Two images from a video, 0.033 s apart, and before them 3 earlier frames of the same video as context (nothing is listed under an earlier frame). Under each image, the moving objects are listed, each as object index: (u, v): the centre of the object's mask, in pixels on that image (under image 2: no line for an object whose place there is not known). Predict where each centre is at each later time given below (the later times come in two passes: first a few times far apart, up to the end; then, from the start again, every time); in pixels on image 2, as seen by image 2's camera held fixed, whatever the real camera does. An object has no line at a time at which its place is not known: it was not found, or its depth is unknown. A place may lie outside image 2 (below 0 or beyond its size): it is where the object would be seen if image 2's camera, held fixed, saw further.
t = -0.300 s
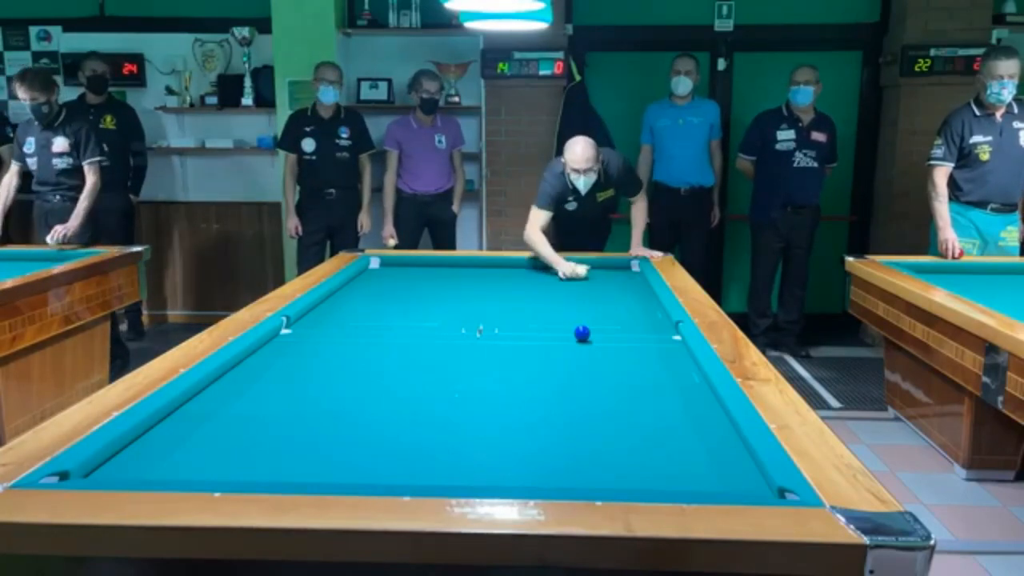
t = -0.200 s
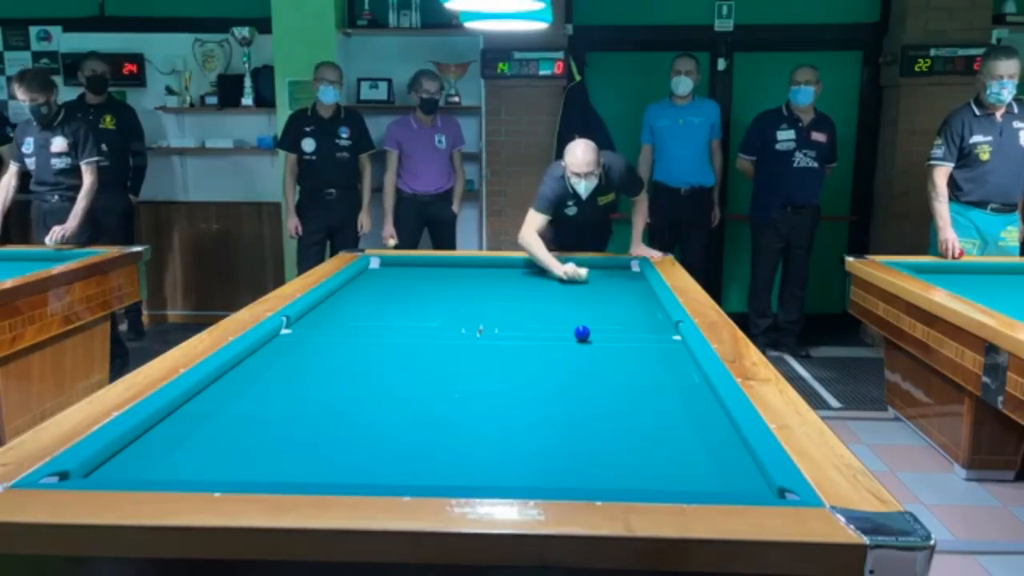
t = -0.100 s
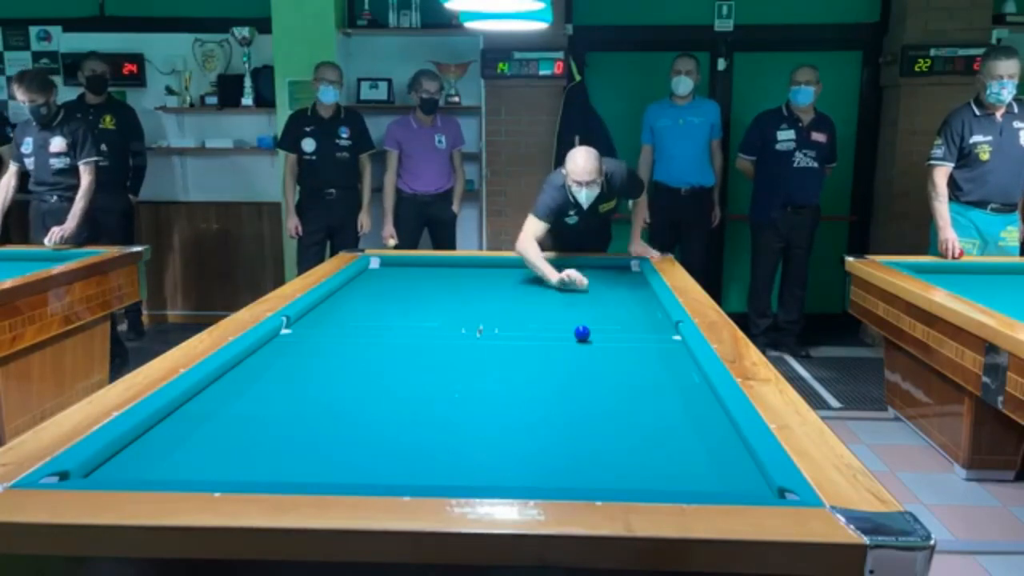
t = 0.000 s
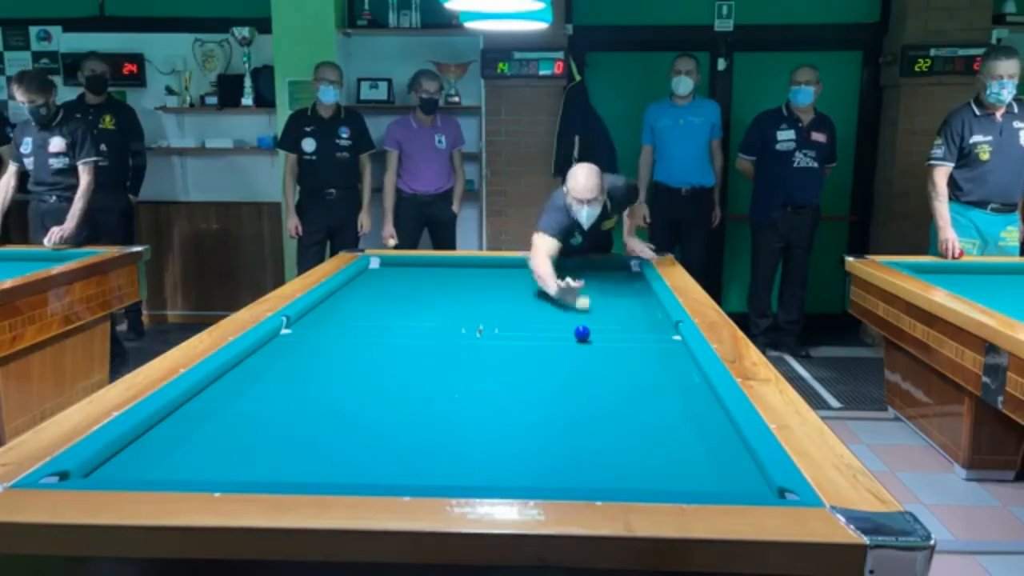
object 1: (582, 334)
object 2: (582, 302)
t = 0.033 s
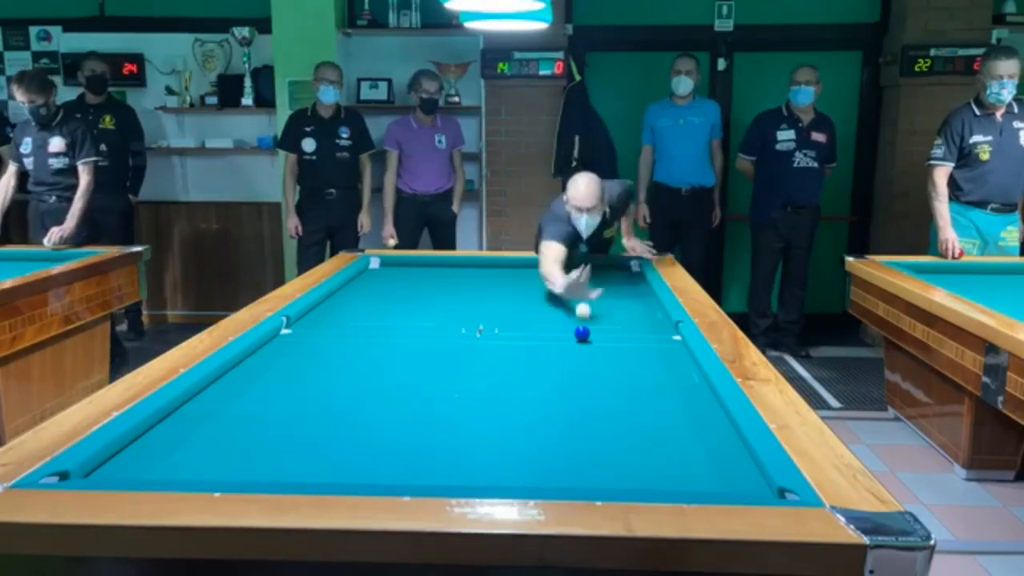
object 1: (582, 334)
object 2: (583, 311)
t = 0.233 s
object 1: (556, 390)
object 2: (601, 336)
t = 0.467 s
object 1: (505, 442)
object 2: (626, 348)
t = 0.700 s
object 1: (501, 354)
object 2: (653, 361)
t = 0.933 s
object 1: (500, 310)
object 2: (684, 376)
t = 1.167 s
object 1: (499, 282)
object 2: (695, 391)
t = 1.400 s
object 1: (498, 266)
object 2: (691, 405)
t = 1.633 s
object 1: (491, 281)
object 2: (686, 421)
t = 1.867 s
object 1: (482, 296)
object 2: (681, 439)
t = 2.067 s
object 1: (474, 312)
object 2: (676, 455)
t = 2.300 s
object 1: (463, 335)
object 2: (669, 474)
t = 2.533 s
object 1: (449, 363)
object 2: (661, 486)
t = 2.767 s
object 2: (648, 478)
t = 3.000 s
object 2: (635, 468)
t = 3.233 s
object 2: (625, 457)
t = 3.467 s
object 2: (615, 447)
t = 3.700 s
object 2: (606, 438)
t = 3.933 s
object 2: (598, 429)
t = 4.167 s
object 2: (590, 422)
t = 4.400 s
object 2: (584, 415)
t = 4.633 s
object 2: (577, 409)
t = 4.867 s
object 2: (572, 403)
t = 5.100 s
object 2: (567, 398)
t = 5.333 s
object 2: (562, 393)
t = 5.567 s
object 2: (558, 389)
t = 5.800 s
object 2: (555, 385)
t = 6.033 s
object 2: (552, 382)
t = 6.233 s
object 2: (549, 379)
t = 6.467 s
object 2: (547, 376)
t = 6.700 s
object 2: (545, 373)
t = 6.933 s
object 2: (543, 371)
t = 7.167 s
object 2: (542, 368)
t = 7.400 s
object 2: (541, 367)
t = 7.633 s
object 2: (540, 365)
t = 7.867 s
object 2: (539, 363)
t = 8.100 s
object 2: (538, 362)
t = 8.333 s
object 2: (537, 361)
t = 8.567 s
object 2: (536, 360)
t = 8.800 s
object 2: (535, 359)
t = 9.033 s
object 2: (534, 359)
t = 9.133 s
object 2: (534, 359)
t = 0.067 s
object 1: (582, 334)
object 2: (584, 319)
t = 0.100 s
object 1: (583, 337)
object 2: (586, 326)
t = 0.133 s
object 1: (576, 347)
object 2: (589, 330)
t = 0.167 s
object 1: (570, 360)
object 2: (593, 332)
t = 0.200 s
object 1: (563, 374)
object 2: (598, 334)
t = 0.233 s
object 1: (556, 390)
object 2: (601, 336)
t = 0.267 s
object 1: (548, 408)
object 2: (604, 337)
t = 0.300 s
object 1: (538, 428)
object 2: (608, 339)
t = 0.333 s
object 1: (528, 450)
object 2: (612, 341)
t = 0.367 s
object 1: (516, 474)
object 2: (615, 343)
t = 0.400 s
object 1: (506, 478)
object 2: (619, 344)
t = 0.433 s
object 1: (505, 462)
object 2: (622, 346)
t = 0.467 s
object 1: (505, 442)
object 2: (626, 348)
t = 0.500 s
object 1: (504, 424)
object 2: (630, 350)
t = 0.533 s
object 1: (503, 409)
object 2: (633, 352)
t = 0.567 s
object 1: (503, 395)
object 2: (637, 354)
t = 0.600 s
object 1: (502, 383)
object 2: (641, 355)
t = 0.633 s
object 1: (502, 372)
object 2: (645, 357)
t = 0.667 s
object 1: (502, 362)
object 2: (650, 359)
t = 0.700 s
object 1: (501, 354)
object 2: (653, 361)
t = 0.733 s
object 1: (501, 346)
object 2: (658, 363)
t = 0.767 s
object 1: (501, 338)
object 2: (662, 366)
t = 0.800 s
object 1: (501, 331)
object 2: (666, 368)
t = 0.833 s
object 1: (500, 325)
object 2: (670, 370)
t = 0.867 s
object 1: (500, 320)
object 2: (675, 372)
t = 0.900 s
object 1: (500, 314)
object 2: (679, 374)
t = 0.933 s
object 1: (500, 310)
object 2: (684, 376)
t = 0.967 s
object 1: (500, 305)
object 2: (689, 378)
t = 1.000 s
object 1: (500, 301)
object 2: (693, 380)
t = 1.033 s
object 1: (499, 296)
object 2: (697, 383)
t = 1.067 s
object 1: (499, 293)
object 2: (697, 385)
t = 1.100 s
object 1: (499, 289)
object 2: (696, 387)
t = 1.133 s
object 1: (499, 286)
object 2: (695, 389)
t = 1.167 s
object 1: (499, 282)
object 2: (695, 391)
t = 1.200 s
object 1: (499, 279)
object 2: (694, 393)
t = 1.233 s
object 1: (499, 275)
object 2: (693, 395)
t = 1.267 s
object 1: (499, 273)
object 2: (693, 397)
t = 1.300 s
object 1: (499, 269)
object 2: (692, 399)
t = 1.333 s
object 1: (498, 267)
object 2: (692, 401)
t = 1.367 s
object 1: (498, 266)
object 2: (691, 404)
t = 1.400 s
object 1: (498, 266)
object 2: (691, 405)
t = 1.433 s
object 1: (497, 267)
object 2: (690, 408)
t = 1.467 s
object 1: (496, 269)
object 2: (689, 410)
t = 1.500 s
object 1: (495, 271)
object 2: (688, 412)
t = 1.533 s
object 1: (493, 274)
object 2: (688, 415)
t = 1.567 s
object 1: (492, 276)
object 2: (687, 417)
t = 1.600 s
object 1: (492, 278)
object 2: (687, 419)
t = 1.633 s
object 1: (491, 281)
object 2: (686, 421)
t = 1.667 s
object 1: (490, 282)
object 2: (685, 424)
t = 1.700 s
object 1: (488, 286)
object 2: (684, 426)
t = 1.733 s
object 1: (487, 287)
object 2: (683, 428)
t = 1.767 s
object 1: (486, 289)
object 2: (683, 431)
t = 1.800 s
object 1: (485, 291)
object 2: (682, 433)
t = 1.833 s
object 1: (484, 294)
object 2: (681, 436)
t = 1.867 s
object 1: (482, 296)
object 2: (681, 439)
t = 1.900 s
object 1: (481, 299)
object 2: (680, 441)
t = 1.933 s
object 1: (480, 301)
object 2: (679, 444)
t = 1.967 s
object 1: (479, 303)
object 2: (678, 447)
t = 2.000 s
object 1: (477, 306)
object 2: (677, 449)
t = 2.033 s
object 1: (476, 309)
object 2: (676, 452)
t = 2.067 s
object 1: (474, 312)
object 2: (676, 455)
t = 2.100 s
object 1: (473, 315)
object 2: (675, 458)
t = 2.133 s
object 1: (471, 318)
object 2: (674, 460)
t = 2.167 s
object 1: (470, 321)
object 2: (673, 463)
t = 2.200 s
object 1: (468, 324)
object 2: (672, 466)
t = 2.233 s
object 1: (467, 327)
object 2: (671, 469)
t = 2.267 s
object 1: (465, 331)
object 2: (670, 471)
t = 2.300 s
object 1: (463, 335)
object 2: (669, 474)
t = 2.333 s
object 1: (461, 338)
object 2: (669, 476)
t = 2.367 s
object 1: (459, 342)
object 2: (667, 477)
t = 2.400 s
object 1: (457, 345)
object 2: (666, 479)
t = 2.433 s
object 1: (456, 350)
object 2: (665, 481)
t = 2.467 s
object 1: (454, 353)
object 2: (664, 483)
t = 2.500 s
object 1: (451, 358)
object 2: (663, 485)
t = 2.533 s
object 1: (449, 363)
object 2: (661, 486)
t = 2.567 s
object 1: (447, 367)
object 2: (659, 484)
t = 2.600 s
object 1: (444, 372)
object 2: (657, 483)
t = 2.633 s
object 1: (442, 376)
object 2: (655, 482)
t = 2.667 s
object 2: (653, 481)
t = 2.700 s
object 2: (651, 480)
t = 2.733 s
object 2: (650, 479)
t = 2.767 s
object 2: (648, 478)
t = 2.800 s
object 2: (646, 477)
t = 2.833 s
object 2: (644, 476)
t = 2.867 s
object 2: (642, 475)
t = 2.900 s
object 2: (640, 474)
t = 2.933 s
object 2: (639, 472)
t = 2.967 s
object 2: (637, 471)
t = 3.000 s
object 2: (635, 468)
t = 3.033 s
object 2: (634, 467)
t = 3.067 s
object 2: (632, 465)
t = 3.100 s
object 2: (630, 463)
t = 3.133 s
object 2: (629, 462)
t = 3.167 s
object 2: (628, 460)
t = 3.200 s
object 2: (626, 458)
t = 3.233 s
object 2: (625, 457)
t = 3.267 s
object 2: (623, 455)
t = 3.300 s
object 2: (622, 454)
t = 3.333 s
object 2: (620, 452)
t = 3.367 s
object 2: (619, 451)
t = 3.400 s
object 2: (618, 449)
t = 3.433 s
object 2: (616, 448)
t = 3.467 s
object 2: (615, 447)
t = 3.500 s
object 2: (614, 445)
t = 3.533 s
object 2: (612, 444)
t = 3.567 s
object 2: (611, 443)
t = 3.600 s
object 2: (610, 441)
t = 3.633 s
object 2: (608, 440)
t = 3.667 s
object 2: (607, 439)
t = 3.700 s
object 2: (606, 438)
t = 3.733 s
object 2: (605, 436)
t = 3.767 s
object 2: (604, 435)
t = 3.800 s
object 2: (602, 434)
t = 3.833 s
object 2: (601, 432)
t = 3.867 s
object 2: (600, 431)
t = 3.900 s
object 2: (599, 430)
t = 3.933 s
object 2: (598, 429)
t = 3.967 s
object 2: (597, 428)
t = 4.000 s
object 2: (595, 427)
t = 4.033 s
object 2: (594, 426)
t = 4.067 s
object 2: (593, 425)
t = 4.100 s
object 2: (592, 424)
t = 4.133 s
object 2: (591, 423)
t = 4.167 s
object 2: (590, 422)
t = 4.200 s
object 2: (589, 421)
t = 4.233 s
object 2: (588, 420)
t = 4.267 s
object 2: (588, 419)
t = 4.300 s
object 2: (587, 418)
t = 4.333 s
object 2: (586, 417)
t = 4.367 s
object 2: (585, 416)
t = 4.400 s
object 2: (584, 415)
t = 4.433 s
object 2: (583, 414)
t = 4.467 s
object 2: (582, 413)
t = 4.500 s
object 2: (581, 412)
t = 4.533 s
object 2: (580, 411)
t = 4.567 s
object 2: (579, 410)
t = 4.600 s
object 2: (578, 410)
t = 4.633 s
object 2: (577, 409)
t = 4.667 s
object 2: (577, 408)
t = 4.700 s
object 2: (576, 407)
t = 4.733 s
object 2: (575, 406)
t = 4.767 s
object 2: (574, 405)
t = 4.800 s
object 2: (574, 405)
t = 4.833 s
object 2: (573, 404)
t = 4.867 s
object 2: (572, 403)
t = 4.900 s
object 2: (571, 402)
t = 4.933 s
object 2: (571, 401)
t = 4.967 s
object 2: (570, 401)
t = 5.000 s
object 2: (569, 400)
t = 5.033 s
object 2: (568, 399)
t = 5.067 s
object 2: (568, 399)
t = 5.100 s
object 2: (567, 398)
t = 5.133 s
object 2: (566, 397)
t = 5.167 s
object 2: (565, 396)
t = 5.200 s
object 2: (565, 396)
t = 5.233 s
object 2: (564, 396)
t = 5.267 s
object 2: (563, 395)
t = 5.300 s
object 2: (563, 394)
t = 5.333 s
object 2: (562, 393)
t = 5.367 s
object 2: (562, 392)
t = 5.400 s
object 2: (561, 392)
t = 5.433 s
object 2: (560, 392)
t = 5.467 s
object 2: (560, 391)
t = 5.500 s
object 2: (559, 390)
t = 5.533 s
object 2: (559, 390)
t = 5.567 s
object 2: (558, 389)
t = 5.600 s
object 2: (558, 388)
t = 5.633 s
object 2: (557, 388)
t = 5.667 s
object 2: (557, 387)
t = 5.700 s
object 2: (556, 387)
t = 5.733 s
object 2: (556, 386)
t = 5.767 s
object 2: (555, 386)
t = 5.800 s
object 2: (555, 385)
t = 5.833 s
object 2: (554, 385)
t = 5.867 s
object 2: (554, 384)
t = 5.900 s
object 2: (553, 384)
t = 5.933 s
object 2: (553, 383)
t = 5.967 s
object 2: (553, 383)
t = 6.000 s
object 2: (552, 382)
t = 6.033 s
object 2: (552, 382)
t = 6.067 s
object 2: (551, 381)
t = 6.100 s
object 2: (551, 381)
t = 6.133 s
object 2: (550, 380)
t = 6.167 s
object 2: (550, 380)
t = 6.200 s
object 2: (549, 379)
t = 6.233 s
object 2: (549, 379)
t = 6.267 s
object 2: (549, 378)
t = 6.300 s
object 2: (548, 378)
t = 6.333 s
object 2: (548, 377)
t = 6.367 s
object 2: (548, 377)
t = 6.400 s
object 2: (547, 376)
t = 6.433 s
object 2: (547, 376)
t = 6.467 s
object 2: (547, 376)
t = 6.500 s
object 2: (546, 375)
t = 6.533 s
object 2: (546, 375)
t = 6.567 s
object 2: (546, 375)
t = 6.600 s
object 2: (546, 374)
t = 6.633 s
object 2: (545, 374)
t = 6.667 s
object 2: (545, 373)
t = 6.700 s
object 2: (545, 373)
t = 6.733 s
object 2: (544, 373)
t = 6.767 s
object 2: (544, 372)
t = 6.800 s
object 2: (544, 372)
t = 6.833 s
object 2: (544, 372)
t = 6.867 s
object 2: (544, 371)
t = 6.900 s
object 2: (543, 371)
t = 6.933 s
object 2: (543, 371)
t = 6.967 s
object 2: (543, 371)
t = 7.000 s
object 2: (543, 370)
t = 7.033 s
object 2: (542, 370)
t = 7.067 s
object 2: (542, 369)
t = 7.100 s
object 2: (542, 369)
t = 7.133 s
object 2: (542, 369)
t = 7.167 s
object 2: (542, 368)
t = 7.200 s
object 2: (541, 368)
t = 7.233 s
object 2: (541, 368)
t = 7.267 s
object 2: (541, 368)
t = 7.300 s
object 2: (541, 367)
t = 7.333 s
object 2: (541, 367)
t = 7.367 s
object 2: (541, 367)
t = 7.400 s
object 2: (541, 367)
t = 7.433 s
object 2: (541, 366)
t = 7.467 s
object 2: (540, 366)
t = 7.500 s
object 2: (540, 366)
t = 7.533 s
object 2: (540, 365)
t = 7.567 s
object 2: (540, 365)
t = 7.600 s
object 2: (540, 365)
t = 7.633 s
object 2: (540, 365)
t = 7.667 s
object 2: (540, 365)
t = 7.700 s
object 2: (539, 364)
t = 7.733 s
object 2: (539, 364)
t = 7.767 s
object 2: (539, 364)
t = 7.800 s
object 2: (539, 363)
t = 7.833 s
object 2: (539, 364)
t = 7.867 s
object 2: (539, 363)
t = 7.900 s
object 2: (539, 363)
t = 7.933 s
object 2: (539, 363)
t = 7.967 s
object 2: (539, 363)
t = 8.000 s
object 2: (539, 363)
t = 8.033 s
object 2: (538, 362)
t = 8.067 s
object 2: (538, 362)
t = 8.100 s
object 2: (538, 362)
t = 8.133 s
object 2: (538, 362)
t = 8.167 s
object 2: (538, 362)
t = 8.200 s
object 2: (538, 362)
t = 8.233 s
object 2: (537, 362)
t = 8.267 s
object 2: (537, 361)
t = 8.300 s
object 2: (537, 361)
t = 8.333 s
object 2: (537, 361)
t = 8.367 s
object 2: (537, 361)
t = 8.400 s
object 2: (537, 361)
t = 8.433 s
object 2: (536, 361)
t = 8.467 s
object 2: (536, 360)
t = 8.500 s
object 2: (536, 360)
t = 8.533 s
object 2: (536, 360)
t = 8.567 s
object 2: (536, 360)
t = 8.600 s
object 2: (535, 360)
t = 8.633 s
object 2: (535, 360)
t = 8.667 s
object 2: (535, 360)
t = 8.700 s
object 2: (535, 360)
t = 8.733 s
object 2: (535, 359)
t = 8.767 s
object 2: (535, 359)
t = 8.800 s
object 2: (535, 359)
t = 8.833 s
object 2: (535, 359)
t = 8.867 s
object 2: (535, 359)
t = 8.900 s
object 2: (535, 359)
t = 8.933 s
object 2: (535, 359)
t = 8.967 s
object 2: (534, 359)
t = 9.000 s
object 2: (534, 359)
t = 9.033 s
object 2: (534, 359)
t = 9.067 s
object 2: (534, 359)
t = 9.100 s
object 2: (534, 359)
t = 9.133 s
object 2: (534, 359)
